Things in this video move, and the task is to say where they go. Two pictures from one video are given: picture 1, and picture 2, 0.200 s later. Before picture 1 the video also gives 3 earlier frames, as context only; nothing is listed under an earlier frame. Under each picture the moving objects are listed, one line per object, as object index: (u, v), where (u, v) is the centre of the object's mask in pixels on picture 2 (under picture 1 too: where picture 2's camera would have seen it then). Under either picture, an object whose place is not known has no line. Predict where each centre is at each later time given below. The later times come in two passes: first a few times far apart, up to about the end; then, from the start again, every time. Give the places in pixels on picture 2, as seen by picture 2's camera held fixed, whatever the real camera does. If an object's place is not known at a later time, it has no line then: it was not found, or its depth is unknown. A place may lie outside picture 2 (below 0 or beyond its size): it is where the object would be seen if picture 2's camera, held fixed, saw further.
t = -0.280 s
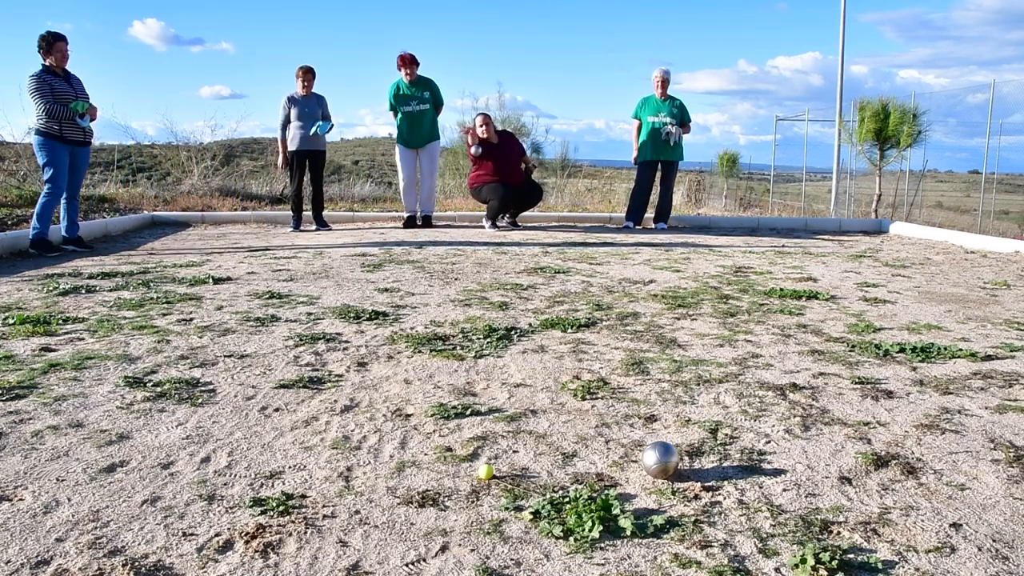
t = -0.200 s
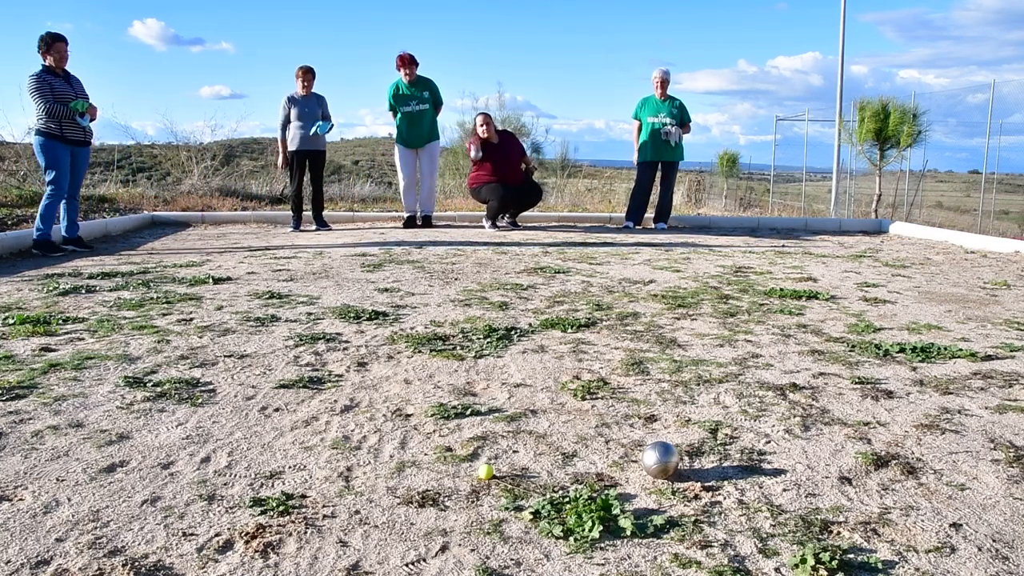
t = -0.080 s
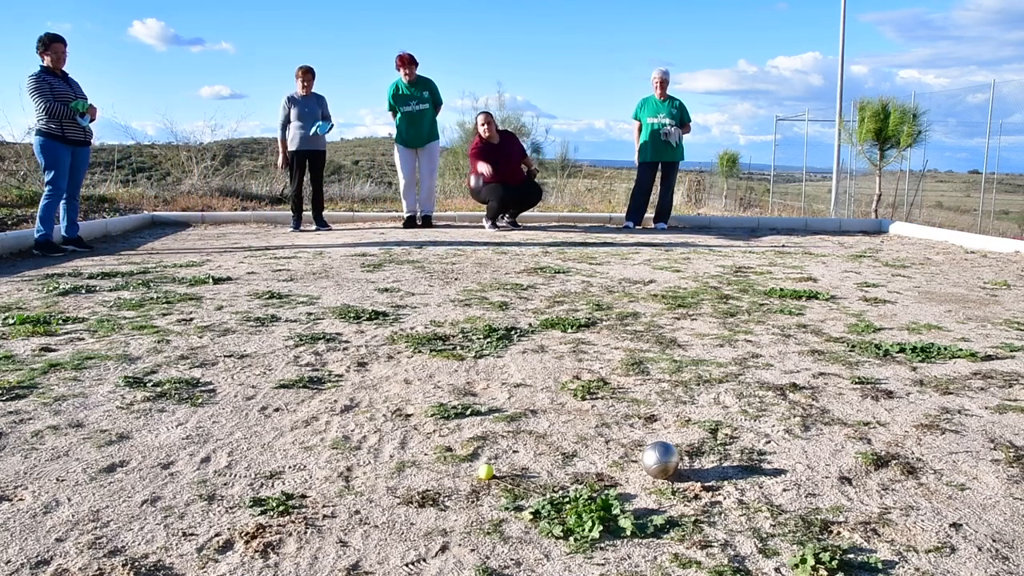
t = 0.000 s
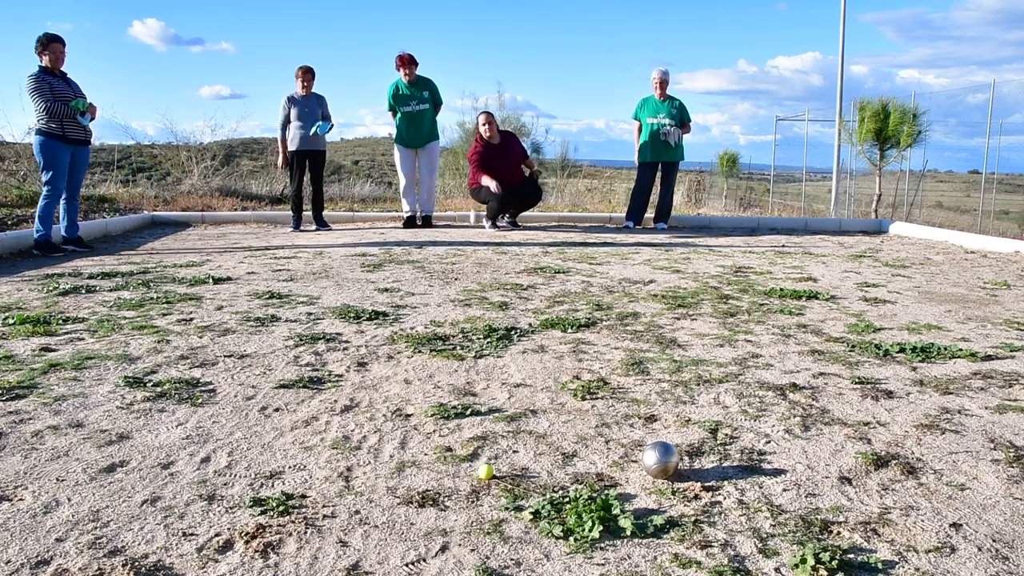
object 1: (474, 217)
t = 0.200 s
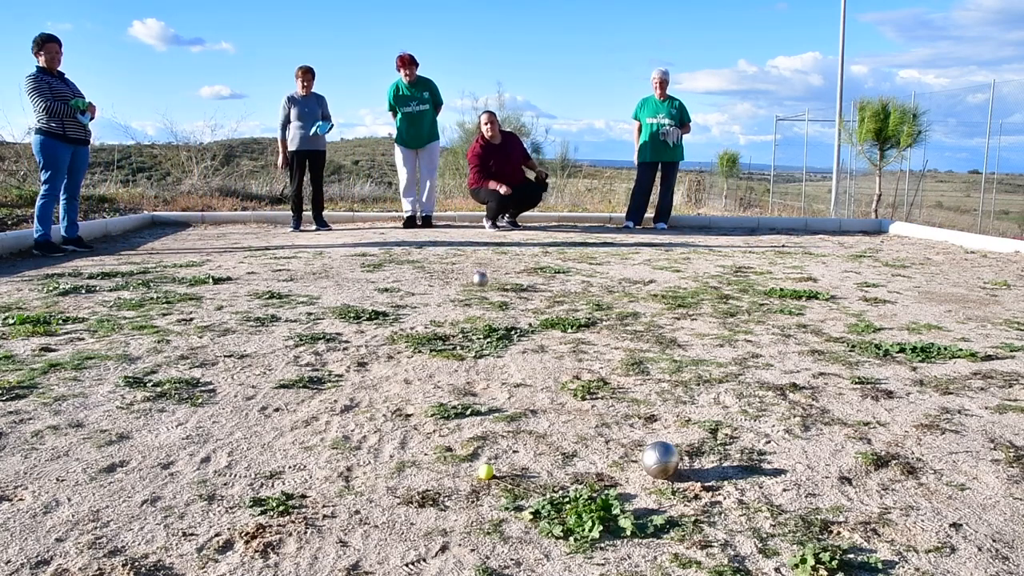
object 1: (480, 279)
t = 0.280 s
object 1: (484, 288)
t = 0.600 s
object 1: (497, 315)
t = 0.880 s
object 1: (513, 340)
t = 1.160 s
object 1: (525, 373)
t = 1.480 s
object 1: (539, 411)
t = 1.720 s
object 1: (551, 444)
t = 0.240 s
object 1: (482, 286)
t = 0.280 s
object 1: (484, 288)
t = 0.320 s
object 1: (486, 291)
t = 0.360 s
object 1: (488, 294)
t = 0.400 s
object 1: (490, 298)
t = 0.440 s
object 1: (491, 302)
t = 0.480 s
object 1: (493, 304)
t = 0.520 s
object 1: (495, 307)
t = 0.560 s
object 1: (495, 311)
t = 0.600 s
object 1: (497, 315)
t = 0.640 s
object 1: (499, 319)
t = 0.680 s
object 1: (501, 321)
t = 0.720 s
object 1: (504, 328)
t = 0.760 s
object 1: (507, 330)
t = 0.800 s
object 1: (509, 335)
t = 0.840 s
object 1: (511, 337)
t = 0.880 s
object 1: (513, 340)
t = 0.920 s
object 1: (515, 345)
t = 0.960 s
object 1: (517, 350)
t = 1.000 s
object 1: (520, 355)
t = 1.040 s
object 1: (521, 360)
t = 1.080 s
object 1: (522, 364)
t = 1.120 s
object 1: (524, 369)
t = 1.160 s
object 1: (525, 373)
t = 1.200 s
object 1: (526, 377)
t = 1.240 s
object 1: (527, 382)
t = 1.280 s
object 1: (529, 387)
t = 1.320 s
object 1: (530, 390)
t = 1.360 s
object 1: (532, 393)
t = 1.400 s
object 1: (534, 400)
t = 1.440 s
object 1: (537, 405)
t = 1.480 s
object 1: (539, 411)
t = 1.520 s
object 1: (541, 415)
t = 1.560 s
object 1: (543, 419)
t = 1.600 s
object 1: (545, 424)
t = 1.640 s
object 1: (547, 431)
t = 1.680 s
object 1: (550, 439)
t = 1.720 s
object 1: (551, 444)
